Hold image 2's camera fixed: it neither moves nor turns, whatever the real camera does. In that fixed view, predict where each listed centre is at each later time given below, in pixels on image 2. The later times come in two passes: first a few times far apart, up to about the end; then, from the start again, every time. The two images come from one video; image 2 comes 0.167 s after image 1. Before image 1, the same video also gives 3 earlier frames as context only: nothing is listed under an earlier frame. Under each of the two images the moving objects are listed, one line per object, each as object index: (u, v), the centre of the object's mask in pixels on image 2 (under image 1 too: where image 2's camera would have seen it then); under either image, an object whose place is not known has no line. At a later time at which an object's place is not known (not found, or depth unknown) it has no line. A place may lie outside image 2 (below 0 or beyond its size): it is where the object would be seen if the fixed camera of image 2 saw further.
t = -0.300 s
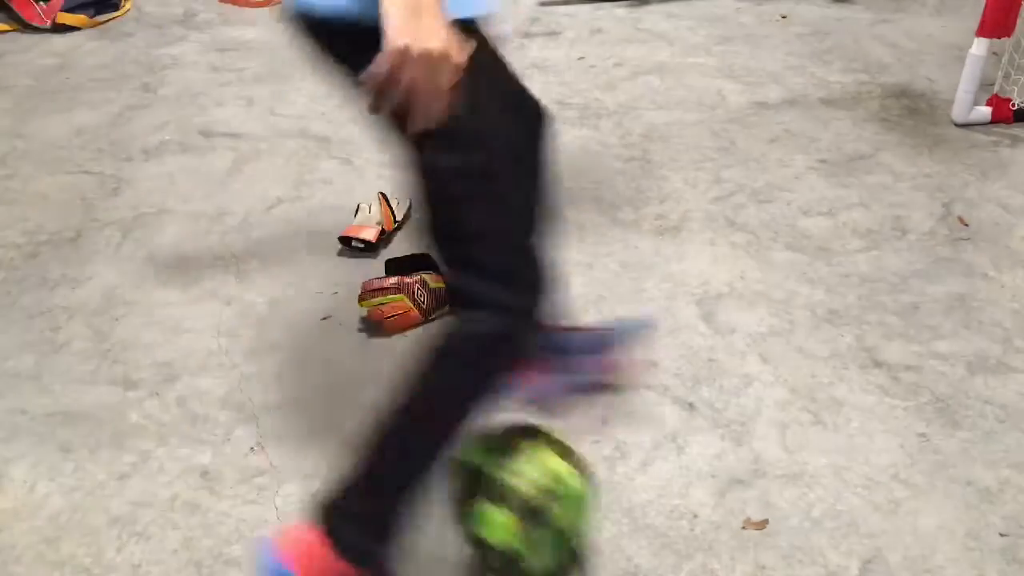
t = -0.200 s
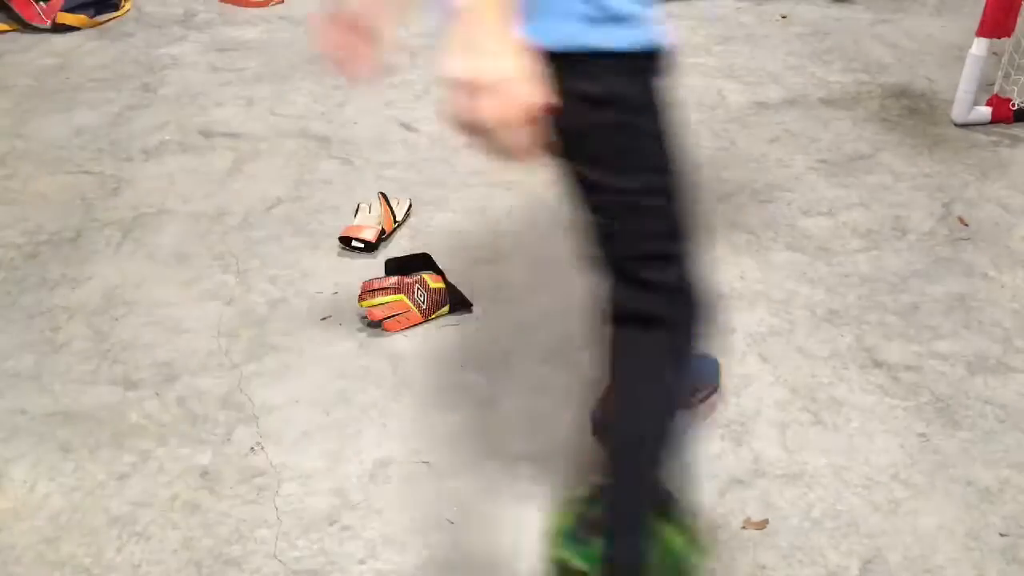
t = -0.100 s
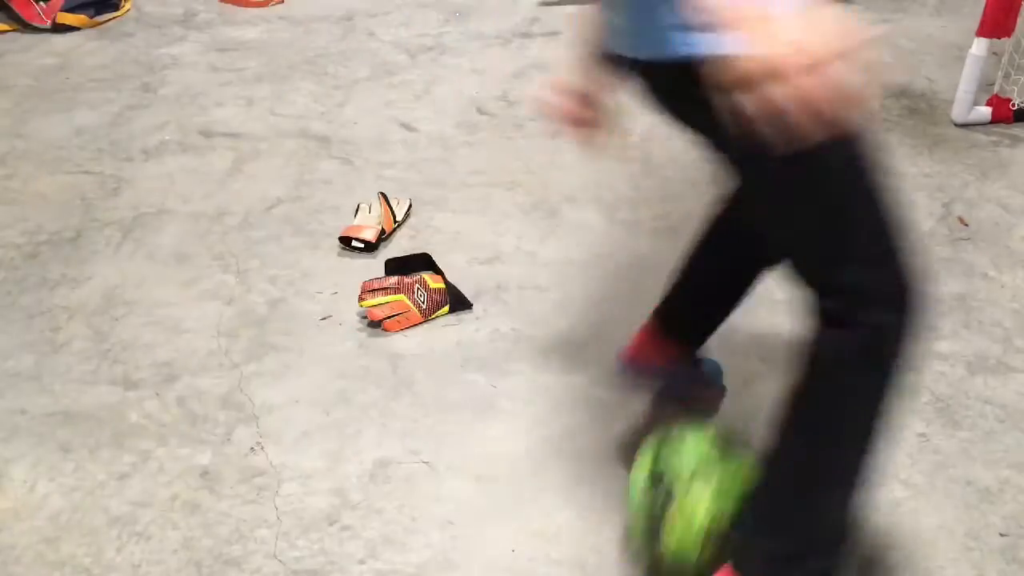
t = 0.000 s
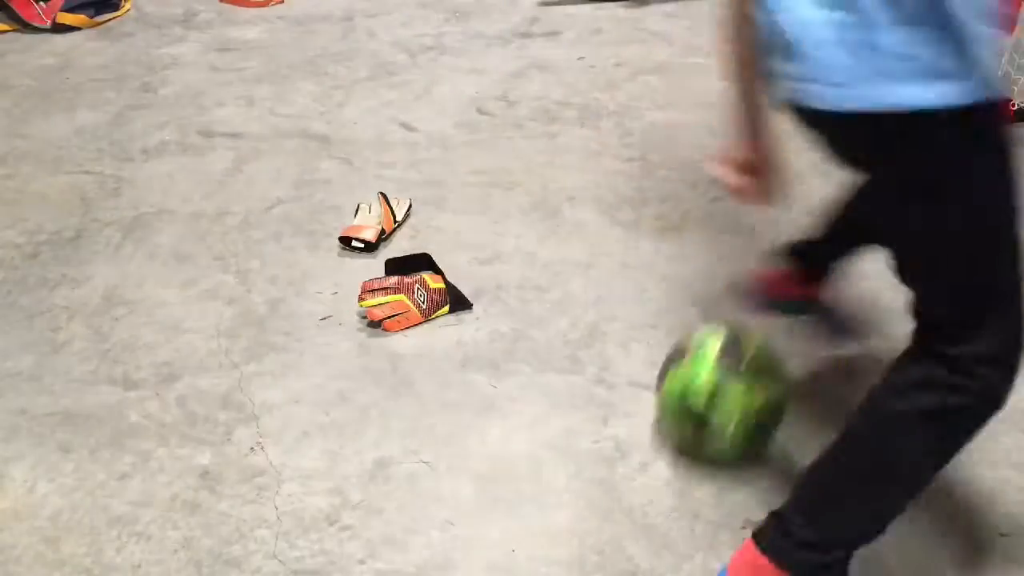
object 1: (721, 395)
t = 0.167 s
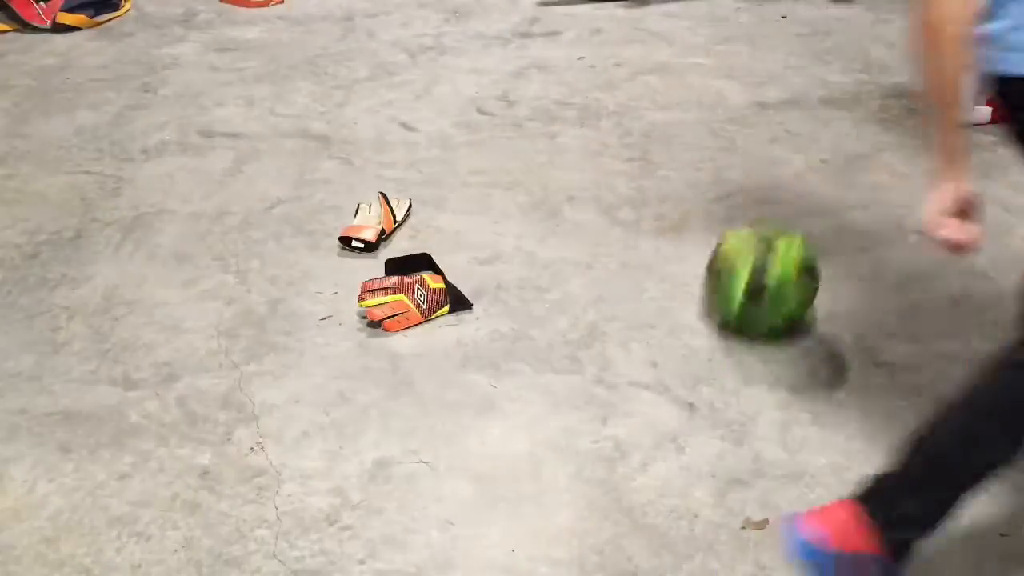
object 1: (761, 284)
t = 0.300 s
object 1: (788, 209)
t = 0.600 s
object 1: (826, 99)
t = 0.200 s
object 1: (770, 259)
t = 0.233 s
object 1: (777, 241)
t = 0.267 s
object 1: (781, 228)
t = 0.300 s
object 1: (788, 209)
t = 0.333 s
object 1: (794, 194)
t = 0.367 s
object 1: (798, 183)
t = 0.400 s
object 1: (803, 170)
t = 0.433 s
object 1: (807, 156)
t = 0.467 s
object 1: (812, 143)
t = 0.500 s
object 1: (815, 132)
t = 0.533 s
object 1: (819, 120)
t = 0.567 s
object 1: (823, 109)
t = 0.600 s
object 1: (826, 99)
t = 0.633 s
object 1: (830, 89)
